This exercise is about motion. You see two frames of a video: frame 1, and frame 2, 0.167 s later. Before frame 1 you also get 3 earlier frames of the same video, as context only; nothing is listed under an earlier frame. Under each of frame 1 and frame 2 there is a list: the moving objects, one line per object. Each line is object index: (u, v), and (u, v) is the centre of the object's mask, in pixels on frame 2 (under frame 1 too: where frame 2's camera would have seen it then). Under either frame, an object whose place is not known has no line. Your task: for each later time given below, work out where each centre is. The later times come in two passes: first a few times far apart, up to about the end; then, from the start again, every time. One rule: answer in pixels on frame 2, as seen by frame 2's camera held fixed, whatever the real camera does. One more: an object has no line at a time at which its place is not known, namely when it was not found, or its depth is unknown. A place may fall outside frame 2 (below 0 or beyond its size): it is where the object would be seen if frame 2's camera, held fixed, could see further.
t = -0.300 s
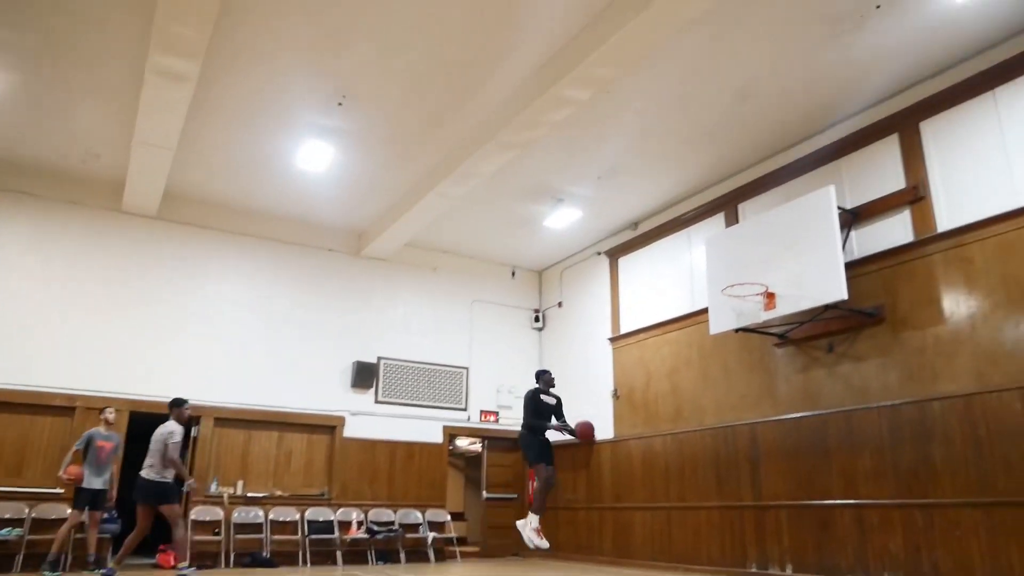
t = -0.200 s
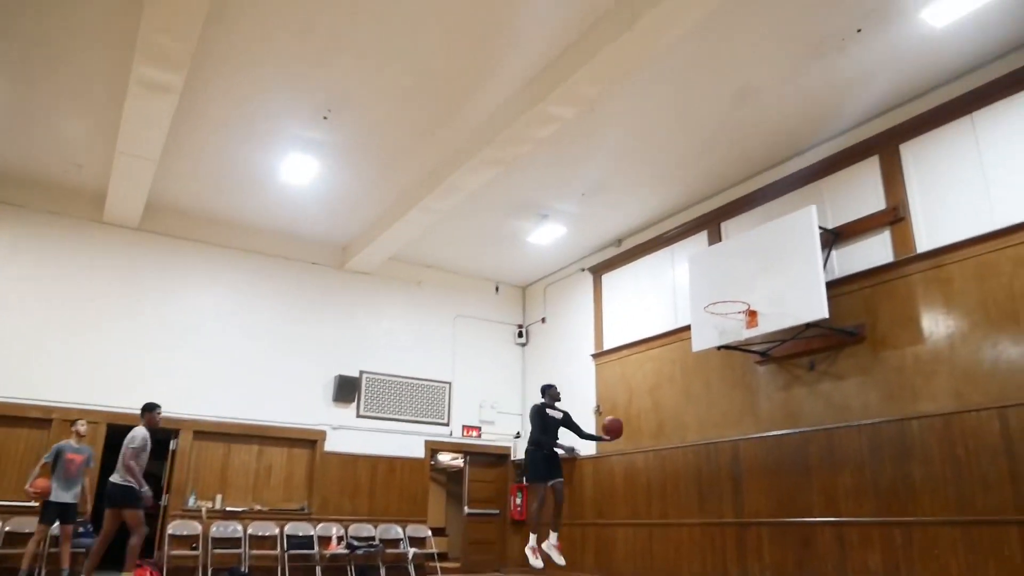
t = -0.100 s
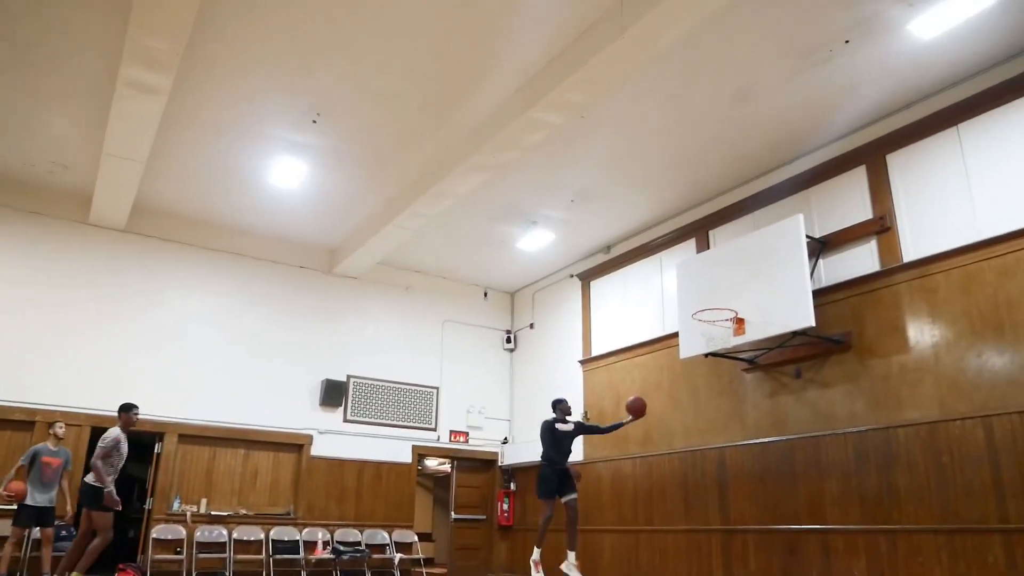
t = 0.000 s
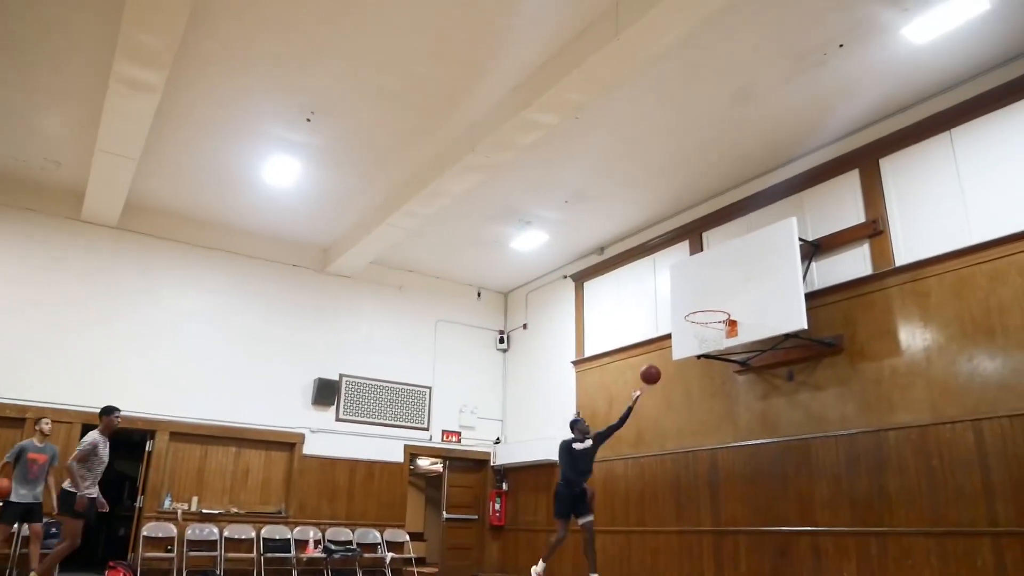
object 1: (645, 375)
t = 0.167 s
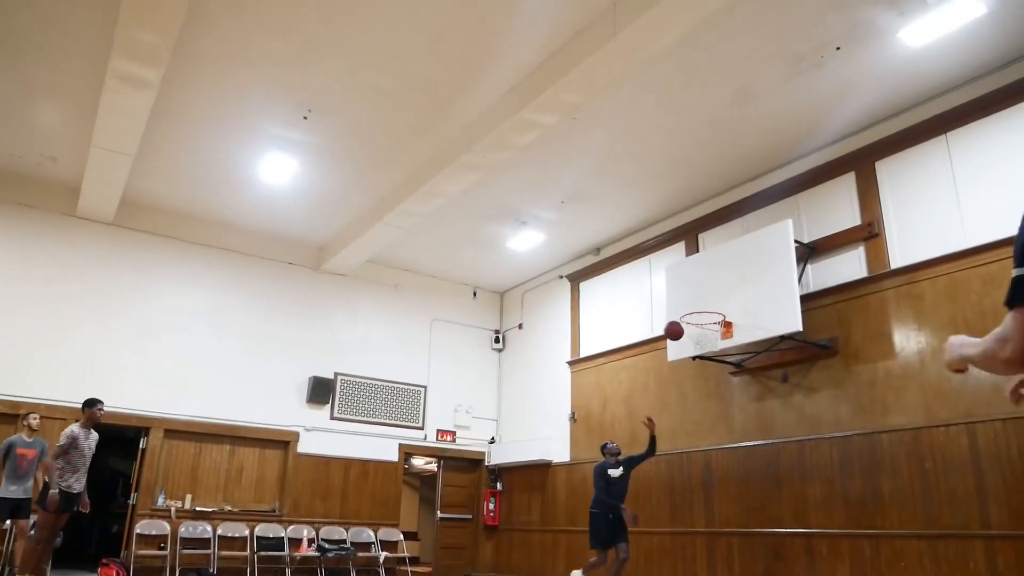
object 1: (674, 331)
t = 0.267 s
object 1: (691, 315)
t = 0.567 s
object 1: (705, 296)
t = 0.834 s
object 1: (700, 303)
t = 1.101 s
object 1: (710, 316)
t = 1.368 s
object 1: (695, 341)
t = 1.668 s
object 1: (701, 376)
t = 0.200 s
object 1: (679, 325)
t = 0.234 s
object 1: (680, 317)
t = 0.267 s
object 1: (691, 315)
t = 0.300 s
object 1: (697, 311)
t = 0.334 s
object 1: (701, 307)
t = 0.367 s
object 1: (701, 303)
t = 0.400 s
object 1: (702, 300)
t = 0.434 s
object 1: (702, 298)
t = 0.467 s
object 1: (703, 296)
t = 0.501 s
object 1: (704, 295)
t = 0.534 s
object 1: (705, 295)
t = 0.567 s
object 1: (705, 296)
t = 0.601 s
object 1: (706, 298)
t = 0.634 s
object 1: (707, 301)
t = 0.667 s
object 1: (708, 305)
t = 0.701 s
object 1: (707, 303)
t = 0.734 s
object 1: (705, 302)
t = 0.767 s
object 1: (704, 302)
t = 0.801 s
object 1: (702, 302)
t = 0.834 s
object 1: (700, 303)
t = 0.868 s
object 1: (699, 306)
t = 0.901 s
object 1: (697, 309)
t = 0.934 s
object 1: (696, 314)
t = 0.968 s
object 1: (697, 315)
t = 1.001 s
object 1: (700, 314)
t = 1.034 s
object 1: (703, 314)
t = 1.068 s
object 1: (706, 314)
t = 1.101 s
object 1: (710, 316)
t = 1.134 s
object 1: (713, 319)
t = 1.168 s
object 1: (710, 320)
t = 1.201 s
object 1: (707, 323)
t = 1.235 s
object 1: (704, 327)
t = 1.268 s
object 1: (702, 332)
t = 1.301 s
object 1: (699, 336)
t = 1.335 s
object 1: (697, 339)
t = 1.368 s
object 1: (695, 341)
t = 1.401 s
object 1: (694, 342)
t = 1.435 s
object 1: (694, 344)
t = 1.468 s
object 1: (695, 346)
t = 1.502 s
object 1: (696, 349)
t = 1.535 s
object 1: (697, 352)
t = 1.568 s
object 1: (698, 357)
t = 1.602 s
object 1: (699, 362)
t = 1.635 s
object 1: (700, 369)
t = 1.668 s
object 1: (701, 376)
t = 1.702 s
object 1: (703, 385)
